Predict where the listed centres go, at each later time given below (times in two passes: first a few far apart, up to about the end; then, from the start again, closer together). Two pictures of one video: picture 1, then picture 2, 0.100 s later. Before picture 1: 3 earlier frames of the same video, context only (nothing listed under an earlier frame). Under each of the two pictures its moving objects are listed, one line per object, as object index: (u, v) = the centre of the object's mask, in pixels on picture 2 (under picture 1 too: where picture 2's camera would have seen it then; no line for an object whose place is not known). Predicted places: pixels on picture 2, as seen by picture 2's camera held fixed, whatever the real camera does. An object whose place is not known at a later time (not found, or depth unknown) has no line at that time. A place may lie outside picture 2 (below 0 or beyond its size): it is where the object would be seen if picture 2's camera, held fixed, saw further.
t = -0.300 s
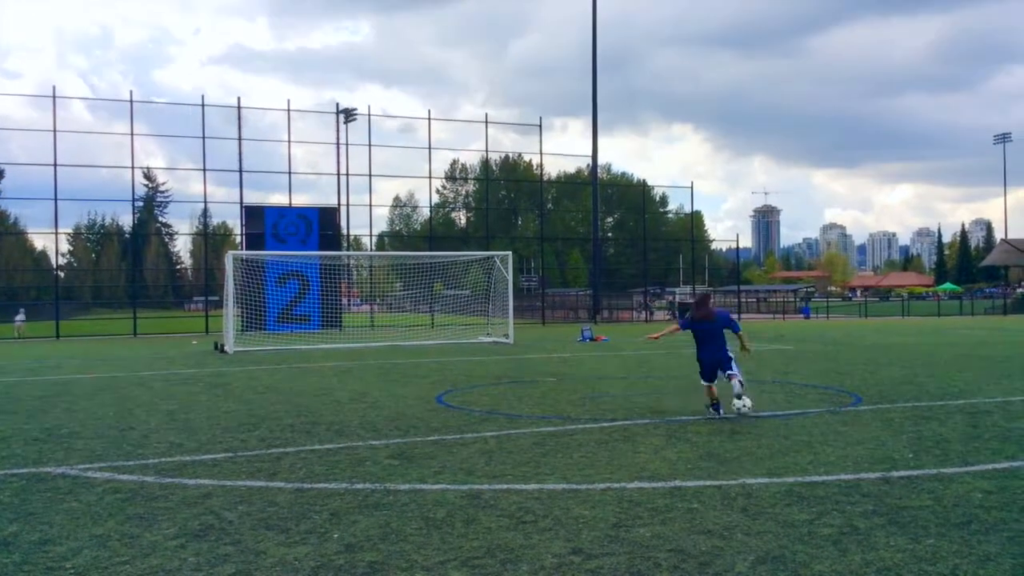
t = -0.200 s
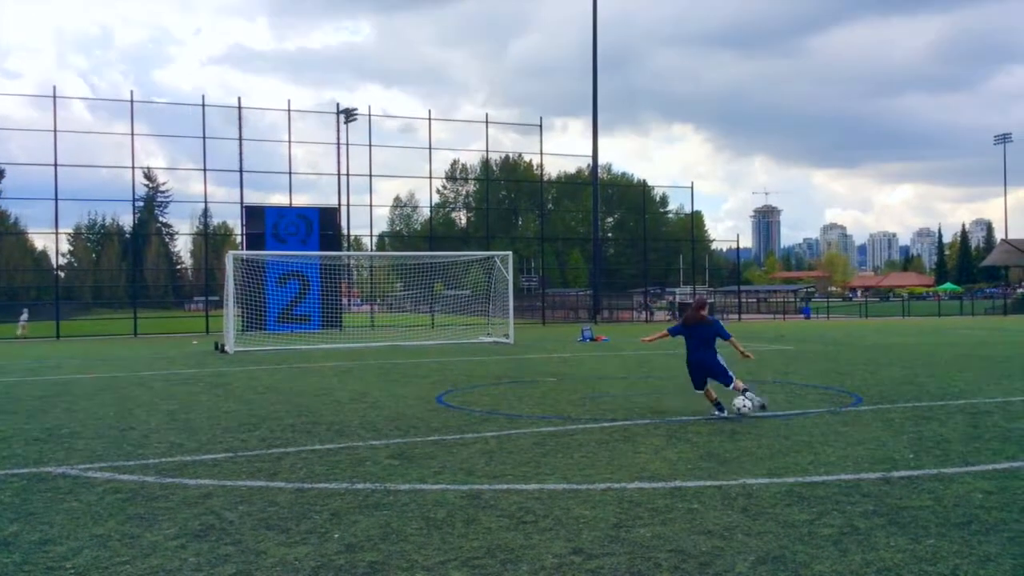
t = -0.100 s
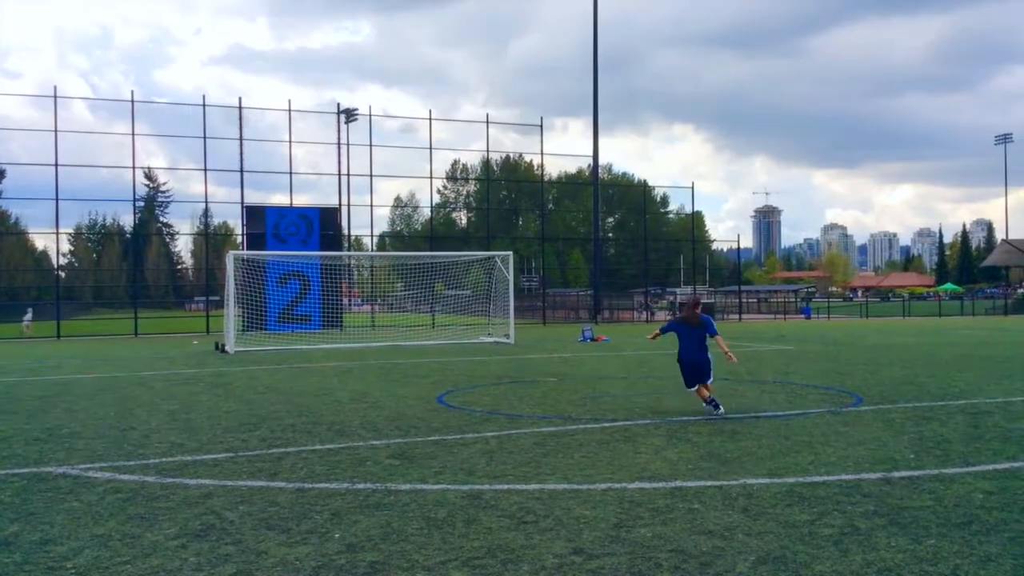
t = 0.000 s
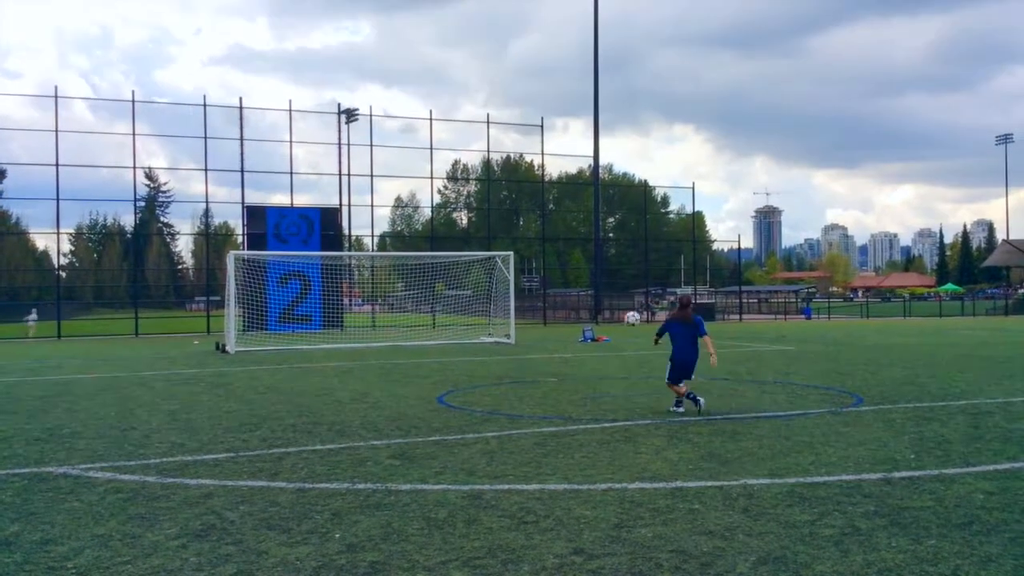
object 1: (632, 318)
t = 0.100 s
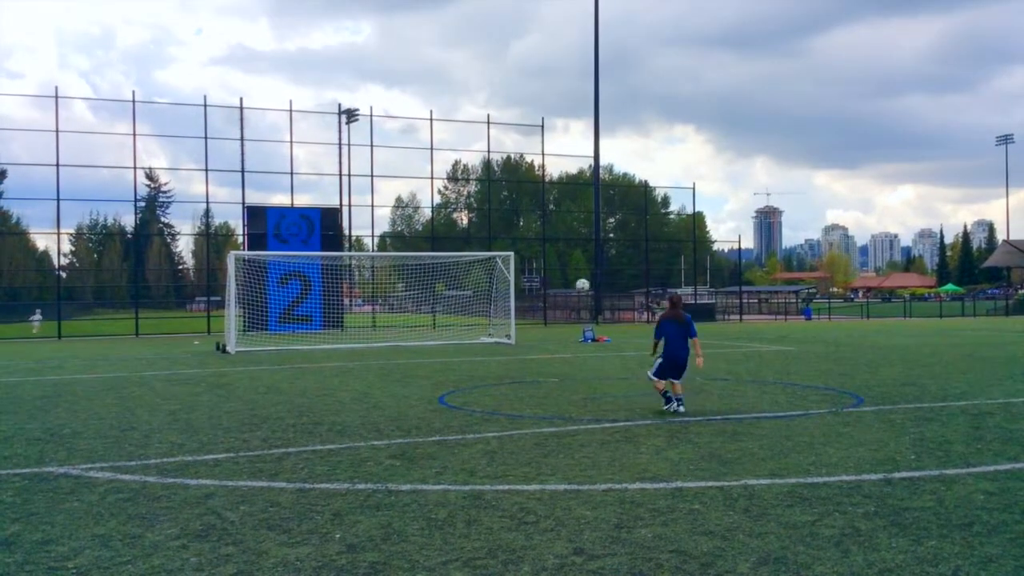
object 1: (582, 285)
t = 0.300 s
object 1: (508, 246)
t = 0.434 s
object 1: (472, 235)
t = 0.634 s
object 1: (429, 233)
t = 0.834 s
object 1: (396, 245)
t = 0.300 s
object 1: (508, 246)
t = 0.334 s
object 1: (498, 243)
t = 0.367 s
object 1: (490, 240)
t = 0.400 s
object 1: (481, 237)
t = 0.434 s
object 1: (472, 235)
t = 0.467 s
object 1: (465, 233)
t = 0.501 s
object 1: (458, 232)
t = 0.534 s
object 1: (450, 232)
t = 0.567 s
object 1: (443, 231)
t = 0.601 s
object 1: (436, 232)
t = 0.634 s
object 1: (429, 233)
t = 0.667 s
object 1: (423, 233)
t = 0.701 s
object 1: (417, 235)
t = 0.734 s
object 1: (411, 237)
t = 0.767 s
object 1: (406, 239)
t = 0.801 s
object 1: (401, 242)
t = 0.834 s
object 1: (396, 245)
